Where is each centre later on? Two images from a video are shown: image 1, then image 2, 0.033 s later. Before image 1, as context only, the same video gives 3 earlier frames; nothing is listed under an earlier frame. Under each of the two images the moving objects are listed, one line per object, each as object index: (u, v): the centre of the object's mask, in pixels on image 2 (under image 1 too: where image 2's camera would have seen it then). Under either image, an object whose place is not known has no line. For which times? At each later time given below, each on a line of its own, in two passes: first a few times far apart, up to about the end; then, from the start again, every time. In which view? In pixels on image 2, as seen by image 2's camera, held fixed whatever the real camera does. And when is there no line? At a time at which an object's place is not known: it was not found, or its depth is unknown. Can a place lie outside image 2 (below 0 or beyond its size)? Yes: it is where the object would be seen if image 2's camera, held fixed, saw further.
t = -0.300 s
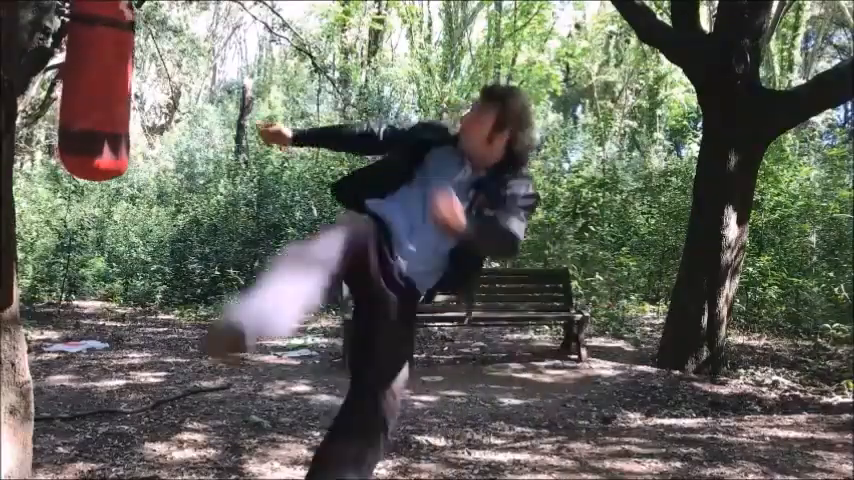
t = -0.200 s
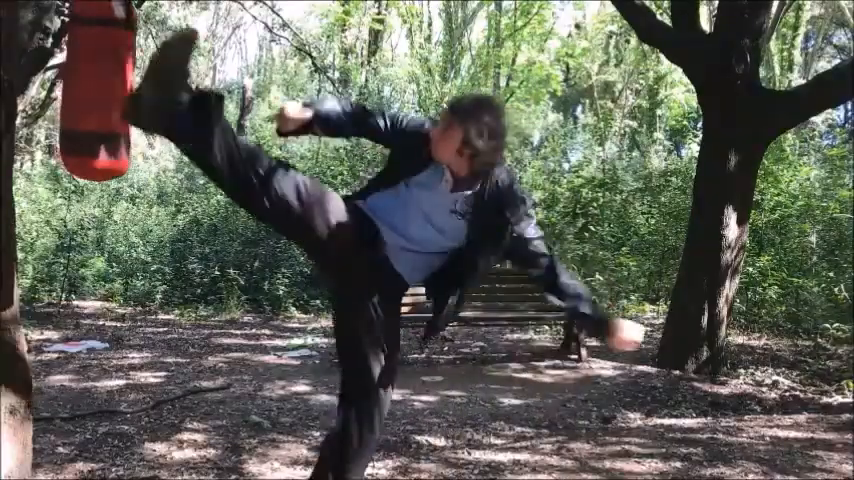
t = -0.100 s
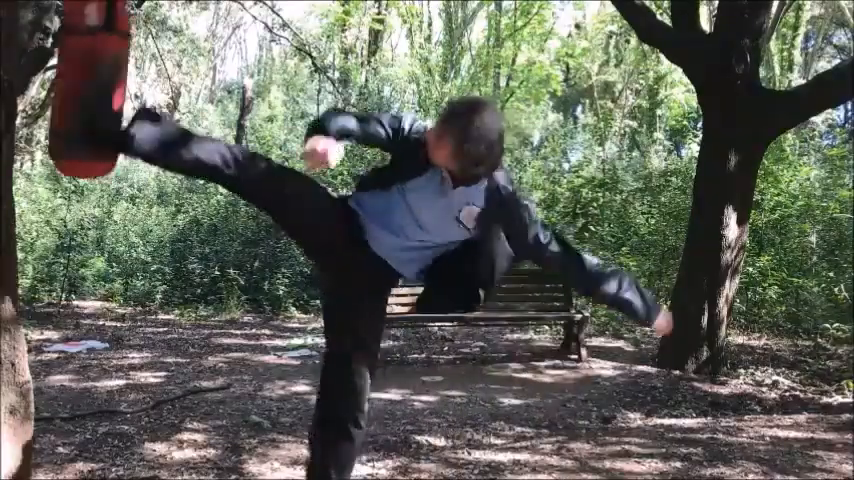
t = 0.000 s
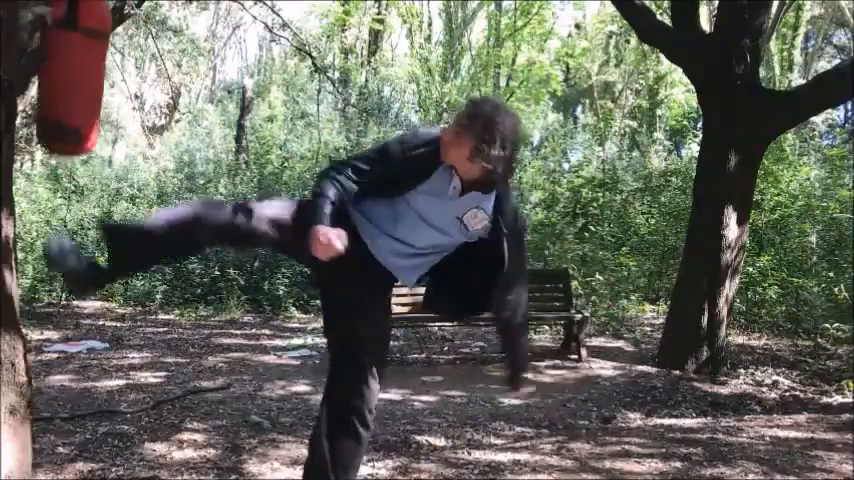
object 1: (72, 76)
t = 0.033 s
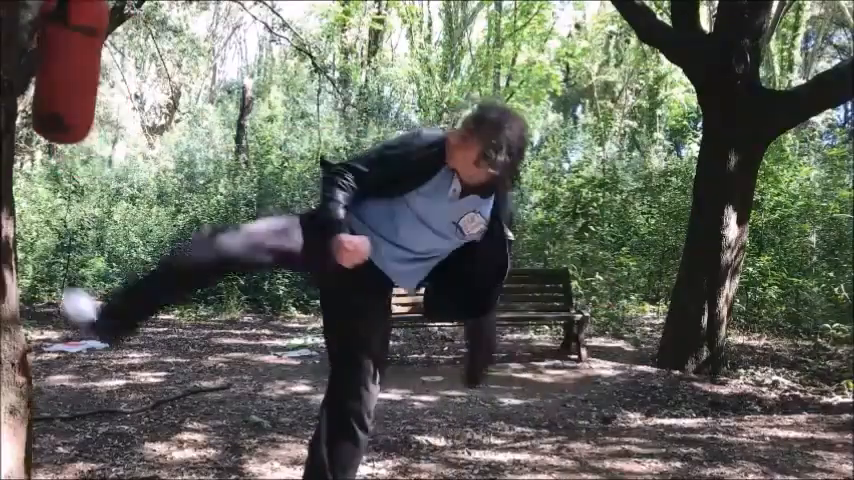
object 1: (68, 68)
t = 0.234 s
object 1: (49, 41)
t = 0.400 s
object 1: (47, 44)
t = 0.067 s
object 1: (65, 61)
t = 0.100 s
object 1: (61, 55)
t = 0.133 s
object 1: (57, 52)
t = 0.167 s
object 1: (55, 48)
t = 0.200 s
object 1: (52, 44)
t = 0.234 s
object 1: (49, 41)
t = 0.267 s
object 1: (48, 40)
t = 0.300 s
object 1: (47, 40)
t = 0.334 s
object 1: (47, 40)
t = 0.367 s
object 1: (47, 41)
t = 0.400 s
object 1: (47, 44)
